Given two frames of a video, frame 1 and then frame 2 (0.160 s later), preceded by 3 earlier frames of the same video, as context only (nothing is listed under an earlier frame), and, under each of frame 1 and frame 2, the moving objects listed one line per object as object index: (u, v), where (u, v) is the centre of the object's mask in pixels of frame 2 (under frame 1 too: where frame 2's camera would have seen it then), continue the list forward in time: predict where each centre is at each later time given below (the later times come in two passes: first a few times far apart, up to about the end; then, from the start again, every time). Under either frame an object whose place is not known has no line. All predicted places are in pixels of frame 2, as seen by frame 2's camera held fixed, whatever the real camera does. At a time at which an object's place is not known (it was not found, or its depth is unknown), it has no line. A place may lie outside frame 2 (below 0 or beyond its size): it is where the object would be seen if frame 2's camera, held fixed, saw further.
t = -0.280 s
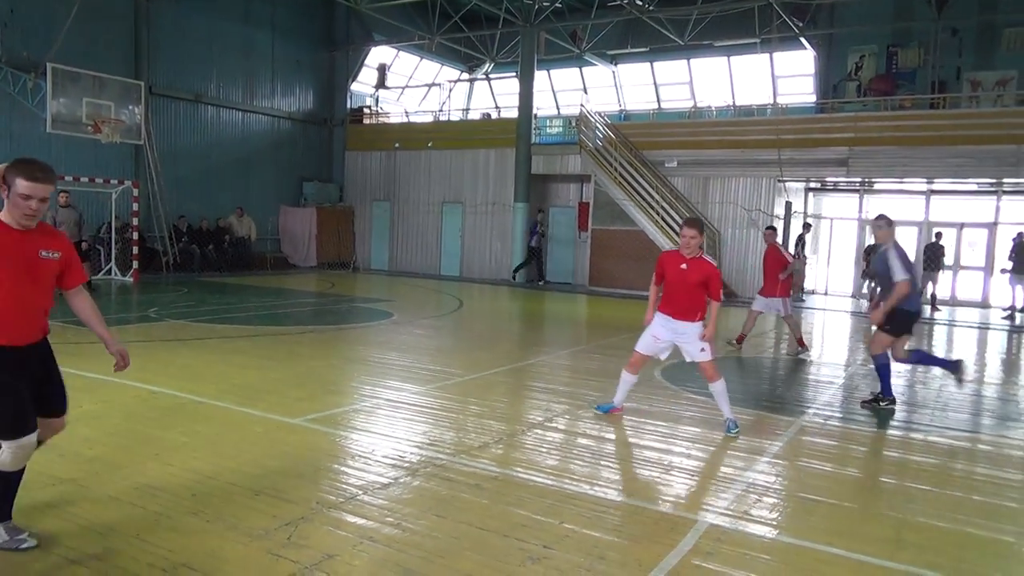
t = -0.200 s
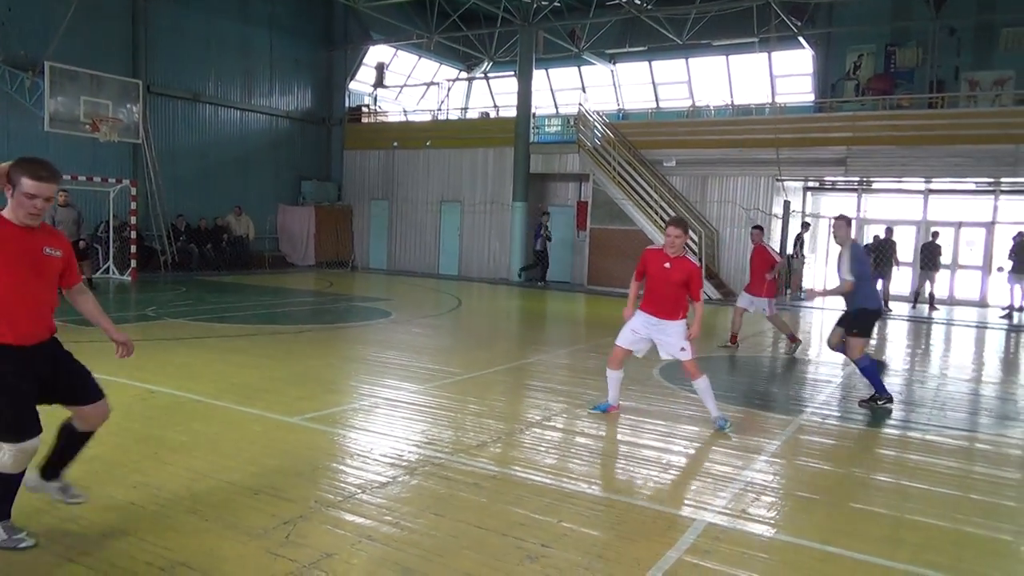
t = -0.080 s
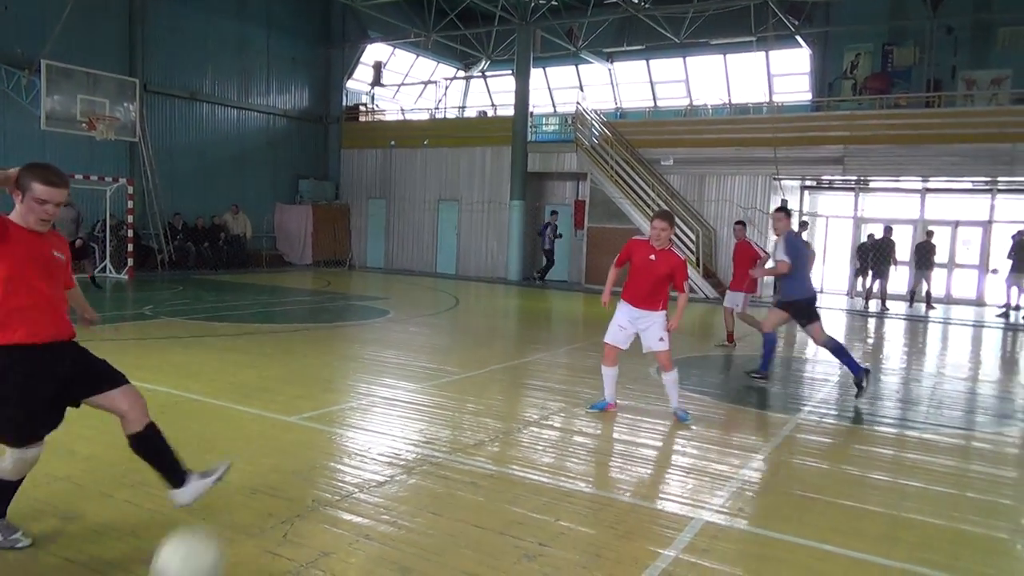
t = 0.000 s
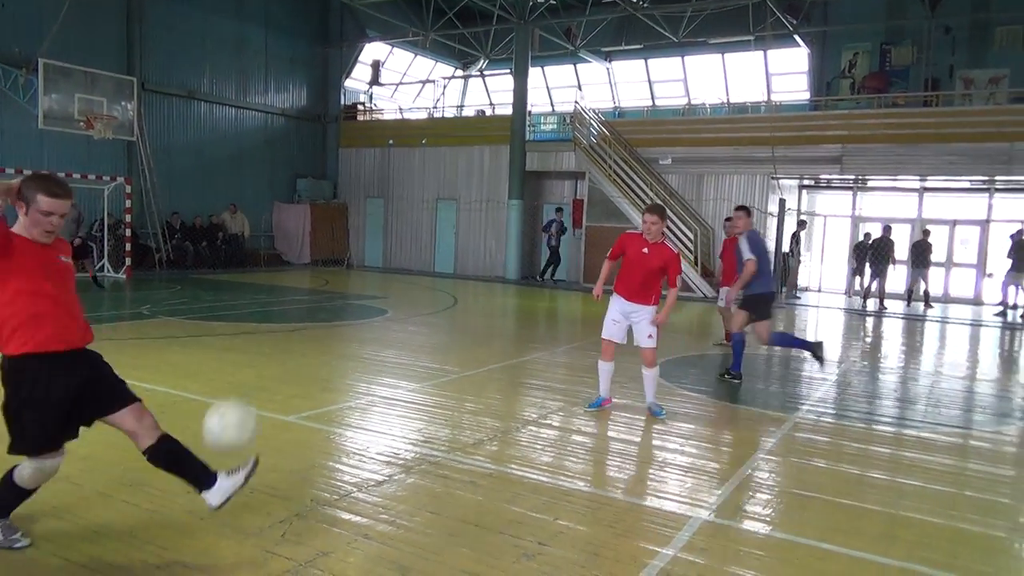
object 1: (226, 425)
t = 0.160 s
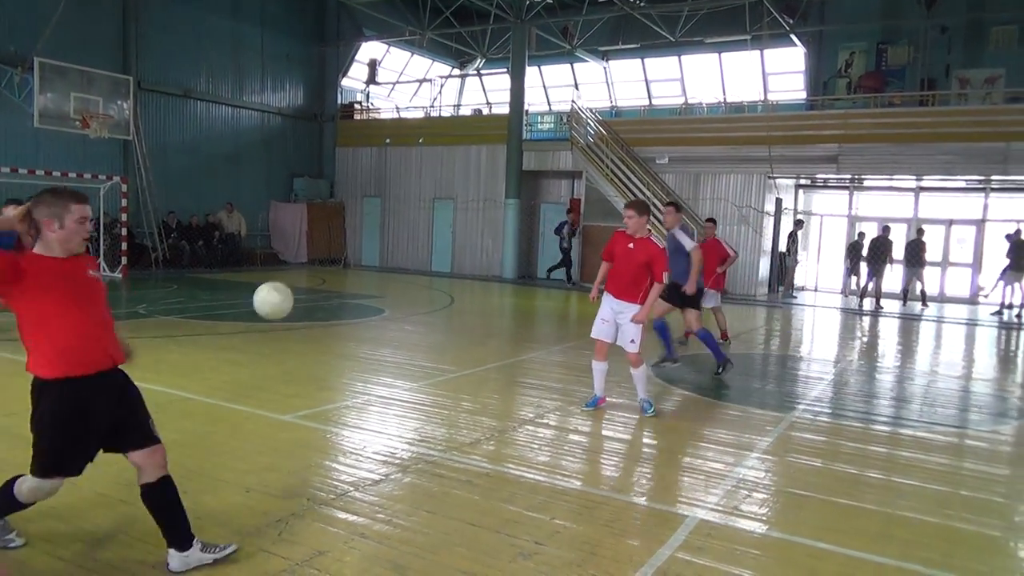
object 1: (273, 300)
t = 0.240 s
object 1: (286, 277)
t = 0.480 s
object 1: (310, 274)
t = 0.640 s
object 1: (318, 302)
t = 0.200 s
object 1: (280, 287)
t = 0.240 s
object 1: (286, 277)
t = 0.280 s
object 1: (292, 271)
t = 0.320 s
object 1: (297, 267)
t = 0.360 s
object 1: (301, 266)
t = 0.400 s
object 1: (305, 267)
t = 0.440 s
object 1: (308, 269)
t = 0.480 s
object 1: (310, 274)
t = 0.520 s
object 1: (313, 279)
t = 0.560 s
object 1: (315, 286)
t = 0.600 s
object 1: (317, 294)
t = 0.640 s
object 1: (318, 302)
